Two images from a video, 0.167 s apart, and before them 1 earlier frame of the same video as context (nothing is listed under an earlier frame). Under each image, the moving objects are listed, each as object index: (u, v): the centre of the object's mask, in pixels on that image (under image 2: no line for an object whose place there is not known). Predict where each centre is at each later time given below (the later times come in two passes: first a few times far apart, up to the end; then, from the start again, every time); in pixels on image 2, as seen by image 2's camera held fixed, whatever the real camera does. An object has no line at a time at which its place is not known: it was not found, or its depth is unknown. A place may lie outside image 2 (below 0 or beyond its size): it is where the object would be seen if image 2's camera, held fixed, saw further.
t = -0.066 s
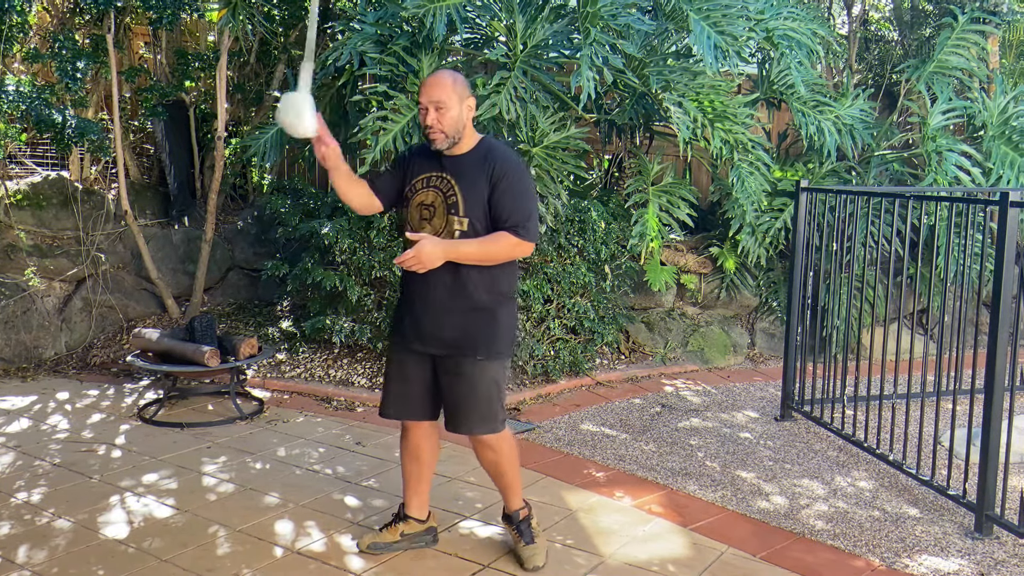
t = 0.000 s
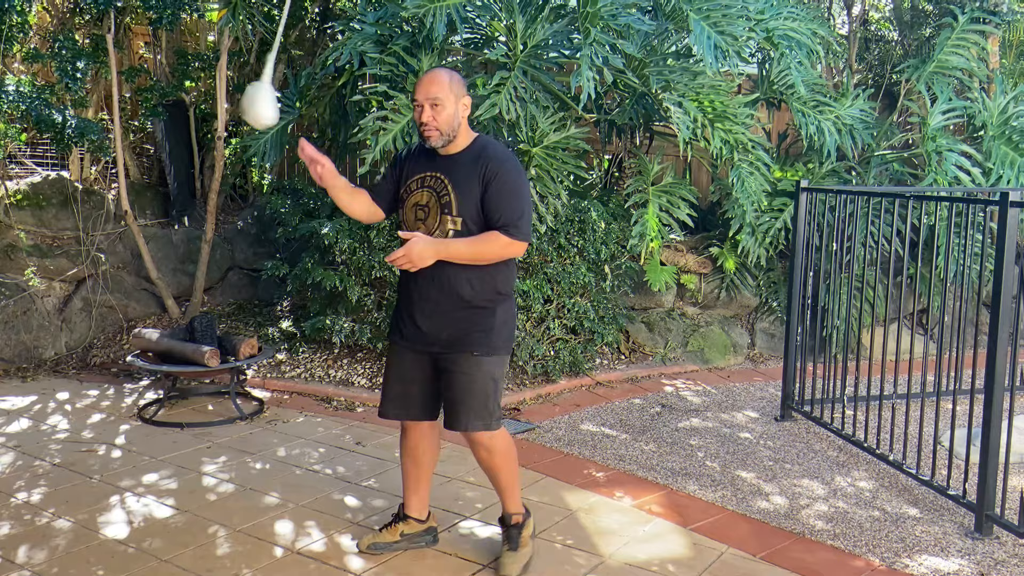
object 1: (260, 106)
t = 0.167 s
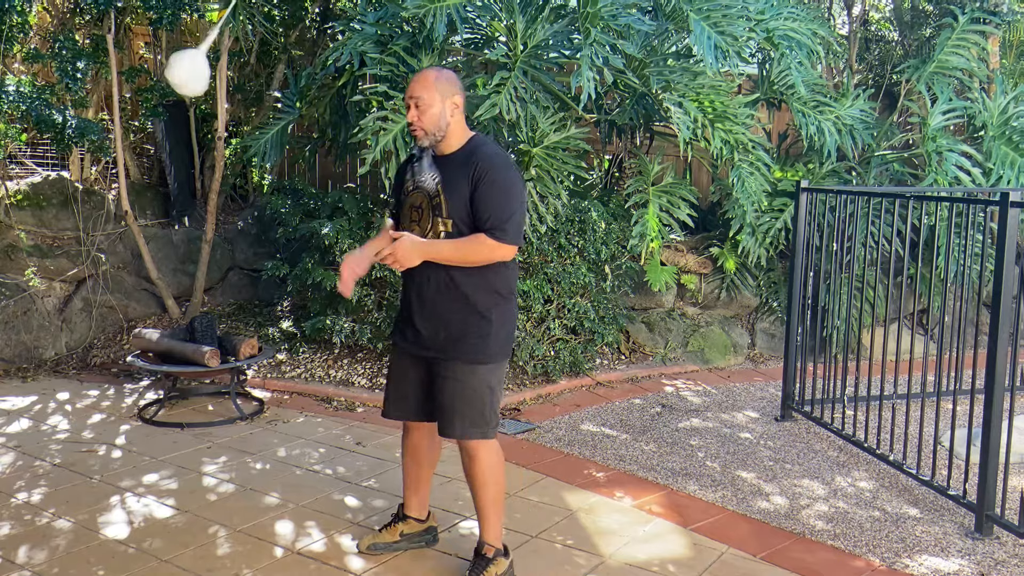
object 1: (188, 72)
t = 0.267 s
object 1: (164, 56)
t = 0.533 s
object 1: (193, 75)
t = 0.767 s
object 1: (308, 117)
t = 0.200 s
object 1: (179, 66)
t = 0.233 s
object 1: (171, 60)
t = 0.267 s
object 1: (164, 56)
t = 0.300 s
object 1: (160, 53)
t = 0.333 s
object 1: (158, 51)
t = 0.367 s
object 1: (159, 52)
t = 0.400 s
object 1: (163, 54)
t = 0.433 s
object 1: (167, 58)
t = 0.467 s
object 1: (174, 62)
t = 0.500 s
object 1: (182, 68)
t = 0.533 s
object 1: (193, 75)
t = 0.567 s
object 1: (206, 82)
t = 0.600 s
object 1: (220, 90)
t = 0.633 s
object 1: (236, 97)
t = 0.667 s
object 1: (253, 103)
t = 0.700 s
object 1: (272, 109)
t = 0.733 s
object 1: (290, 113)
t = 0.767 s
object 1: (308, 117)
